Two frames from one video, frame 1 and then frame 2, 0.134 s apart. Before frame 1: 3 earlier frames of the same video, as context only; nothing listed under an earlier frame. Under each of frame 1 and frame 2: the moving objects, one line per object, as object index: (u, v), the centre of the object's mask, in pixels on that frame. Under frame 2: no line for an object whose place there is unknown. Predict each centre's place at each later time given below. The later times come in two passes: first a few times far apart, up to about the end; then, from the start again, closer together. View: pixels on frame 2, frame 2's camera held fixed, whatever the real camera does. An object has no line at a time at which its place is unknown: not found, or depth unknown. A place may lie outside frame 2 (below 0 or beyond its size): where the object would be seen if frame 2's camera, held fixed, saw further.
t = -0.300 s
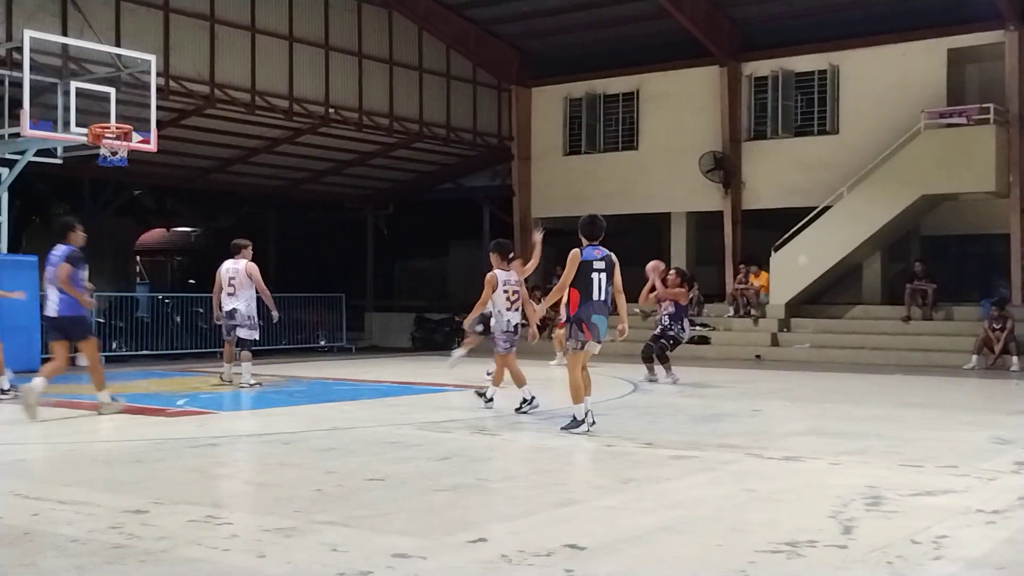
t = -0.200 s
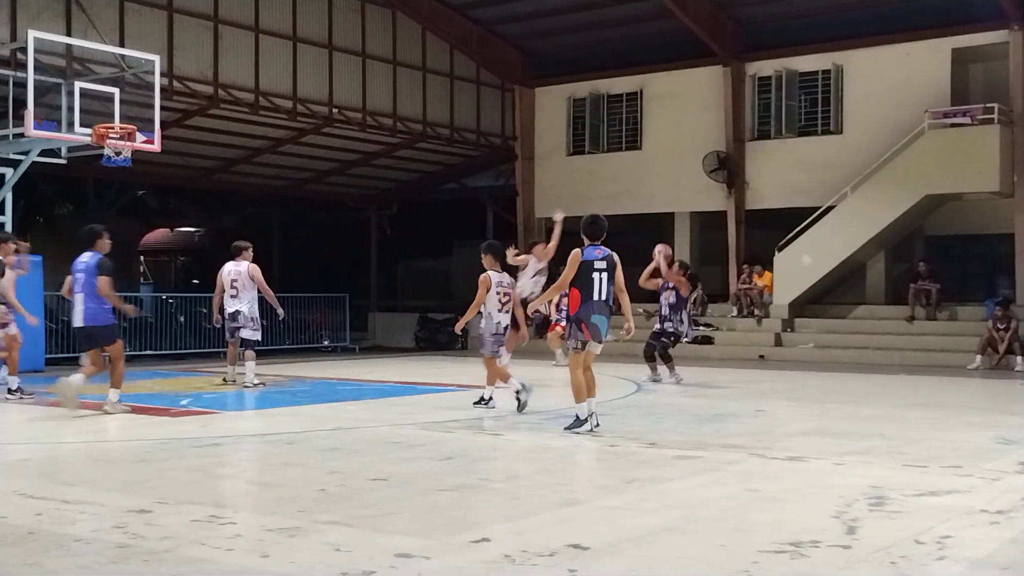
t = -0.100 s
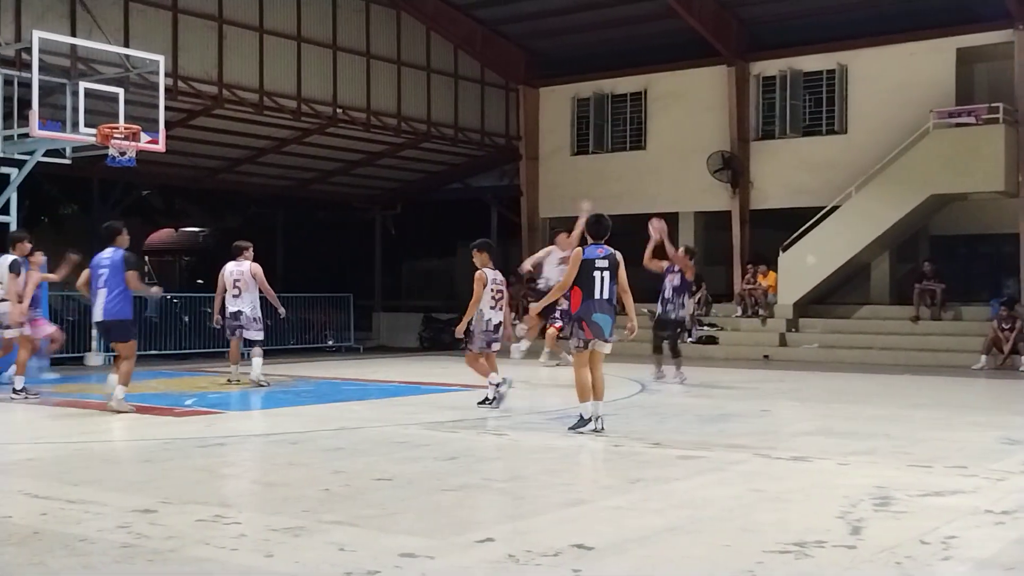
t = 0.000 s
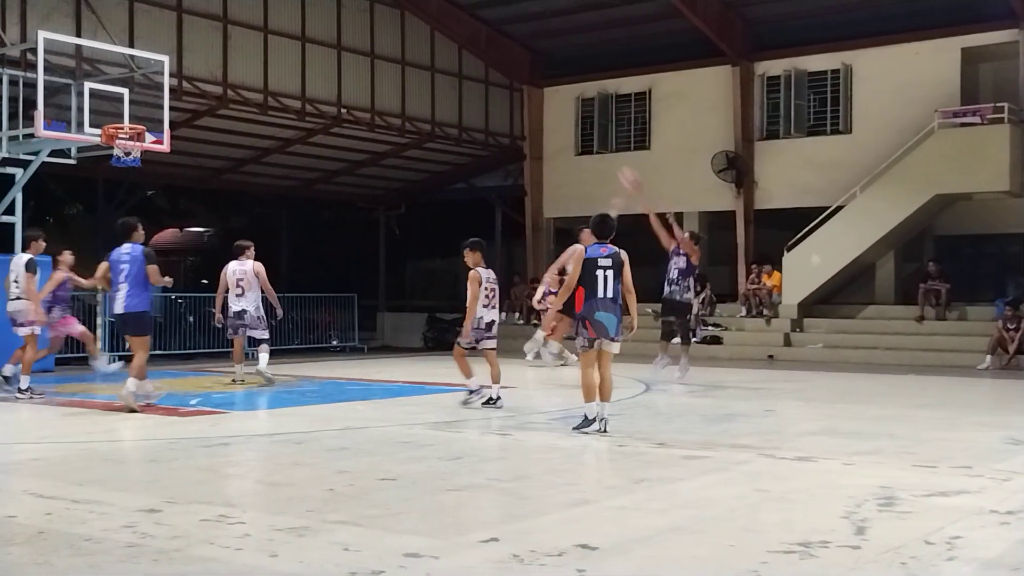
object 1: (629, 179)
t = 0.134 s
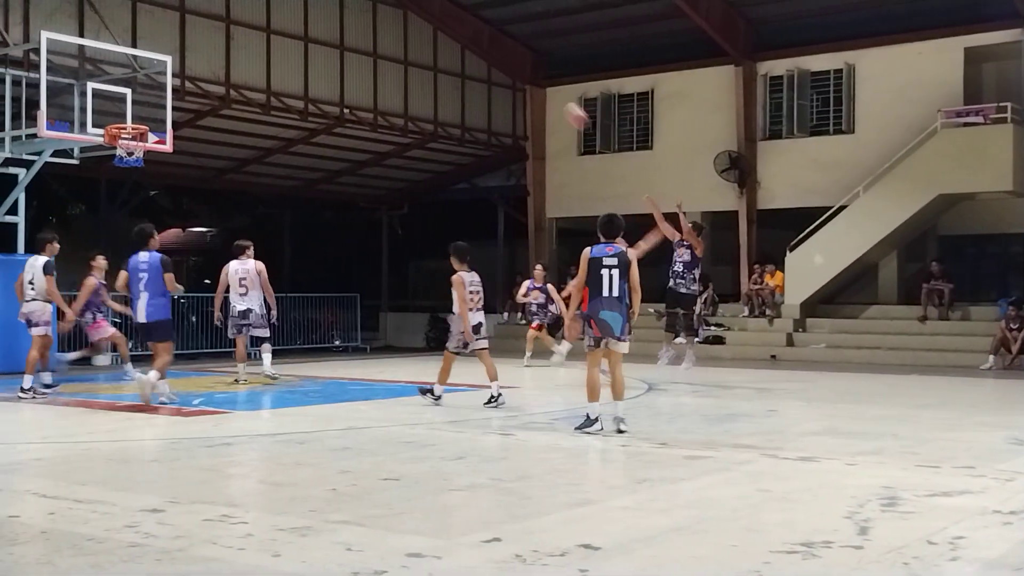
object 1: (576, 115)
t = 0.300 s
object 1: (507, 57)
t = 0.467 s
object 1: (440, 20)
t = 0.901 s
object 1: (267, 23)
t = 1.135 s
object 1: (177, 84)
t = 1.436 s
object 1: (93, 100)
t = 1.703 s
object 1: (40, 99)
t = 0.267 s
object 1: (521, 67)
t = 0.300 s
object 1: (507, 57)
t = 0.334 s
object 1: (494, 48)
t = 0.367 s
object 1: (480, 40)
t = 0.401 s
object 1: (467, 32)
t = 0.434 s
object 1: (453, 25)
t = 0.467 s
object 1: (440, 20)
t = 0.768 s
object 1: (319, 8)
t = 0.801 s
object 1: (306, 10)
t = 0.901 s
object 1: (267, 23)
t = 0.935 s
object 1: (254, 29)
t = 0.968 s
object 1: (240, 37)
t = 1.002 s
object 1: (228, 44)
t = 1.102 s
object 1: (190, 74)
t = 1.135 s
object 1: (177, 84)
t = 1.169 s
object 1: (162, 97)
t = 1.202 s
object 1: (151, 111)
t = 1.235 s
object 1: (140, 120)
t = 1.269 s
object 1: (127, 118)
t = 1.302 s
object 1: (116, 117)
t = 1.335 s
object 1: (112, 114)
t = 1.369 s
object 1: (105, 108)
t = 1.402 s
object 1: (100, 103)
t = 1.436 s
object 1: (93, 100)
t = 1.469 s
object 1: (86, 96)
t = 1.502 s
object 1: (78, 94)
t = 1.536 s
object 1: (73, 92)
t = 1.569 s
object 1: (67, 92)
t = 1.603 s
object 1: (61, 92)
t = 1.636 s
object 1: (54, 93)
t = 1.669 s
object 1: (47, 95)
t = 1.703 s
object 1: (40, 99)
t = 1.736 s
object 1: (32, 103)
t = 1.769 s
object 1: (26, 108)
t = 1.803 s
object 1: (19, 115)
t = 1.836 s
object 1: (11, 120)
